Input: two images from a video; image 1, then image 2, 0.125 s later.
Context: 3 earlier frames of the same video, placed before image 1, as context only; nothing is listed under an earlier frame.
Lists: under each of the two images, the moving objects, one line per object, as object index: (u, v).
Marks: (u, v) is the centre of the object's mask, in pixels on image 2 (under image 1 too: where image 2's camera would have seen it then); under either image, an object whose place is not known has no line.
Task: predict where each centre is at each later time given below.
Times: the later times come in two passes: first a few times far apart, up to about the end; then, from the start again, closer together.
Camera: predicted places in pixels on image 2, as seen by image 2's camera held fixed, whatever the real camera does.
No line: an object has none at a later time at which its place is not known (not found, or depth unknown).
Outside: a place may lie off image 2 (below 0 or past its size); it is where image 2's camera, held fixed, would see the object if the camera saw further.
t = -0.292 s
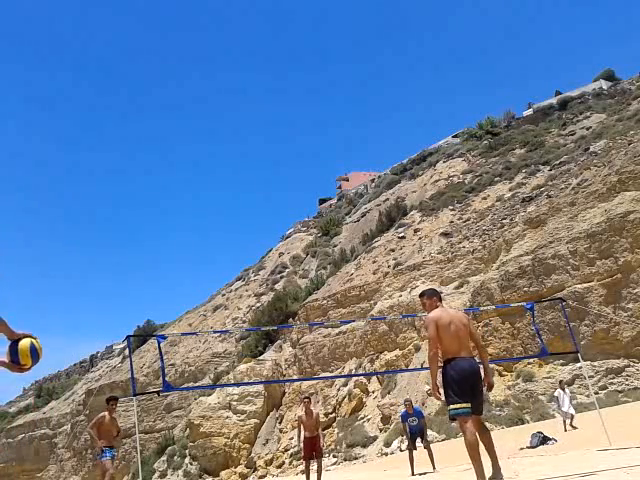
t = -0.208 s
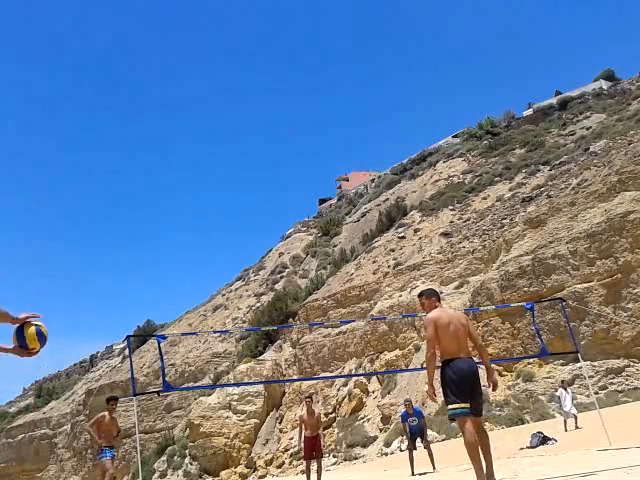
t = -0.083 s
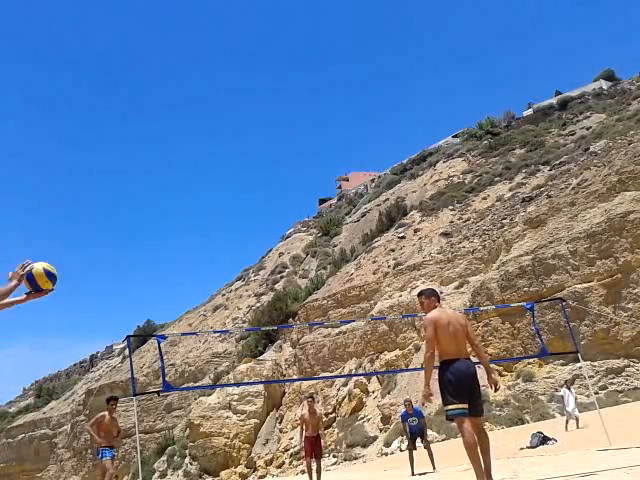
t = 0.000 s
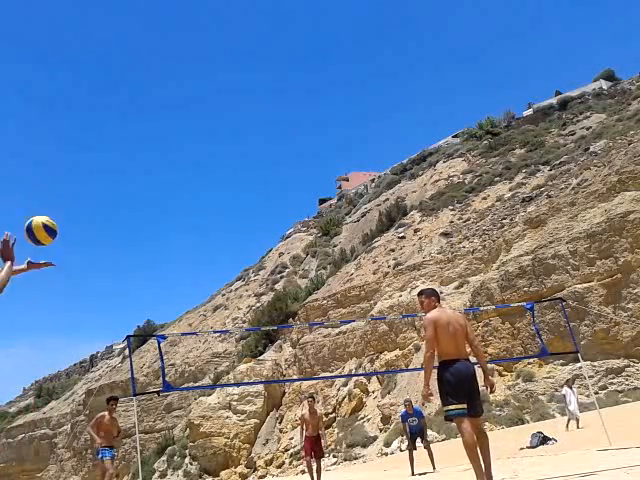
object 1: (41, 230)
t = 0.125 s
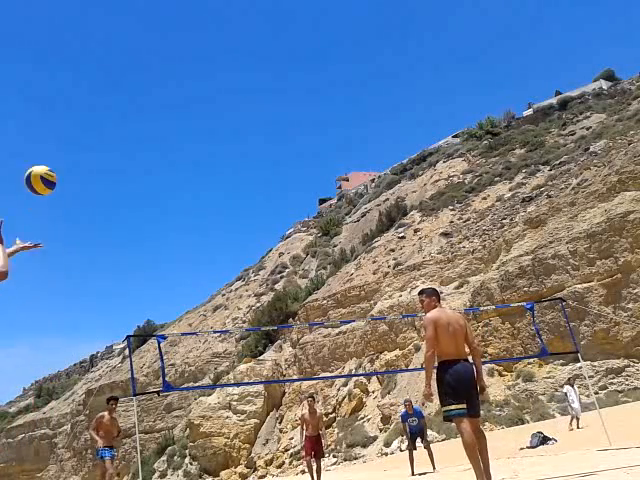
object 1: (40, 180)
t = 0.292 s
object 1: (39, 145)
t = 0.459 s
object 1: (35, 144)
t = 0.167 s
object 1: (40, 168)
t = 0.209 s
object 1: (40, 158)
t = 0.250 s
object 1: (39, 150)
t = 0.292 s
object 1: (39, 145)
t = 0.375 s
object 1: (37, 140)
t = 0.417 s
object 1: (36, 141)
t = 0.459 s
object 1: (35, 144)
